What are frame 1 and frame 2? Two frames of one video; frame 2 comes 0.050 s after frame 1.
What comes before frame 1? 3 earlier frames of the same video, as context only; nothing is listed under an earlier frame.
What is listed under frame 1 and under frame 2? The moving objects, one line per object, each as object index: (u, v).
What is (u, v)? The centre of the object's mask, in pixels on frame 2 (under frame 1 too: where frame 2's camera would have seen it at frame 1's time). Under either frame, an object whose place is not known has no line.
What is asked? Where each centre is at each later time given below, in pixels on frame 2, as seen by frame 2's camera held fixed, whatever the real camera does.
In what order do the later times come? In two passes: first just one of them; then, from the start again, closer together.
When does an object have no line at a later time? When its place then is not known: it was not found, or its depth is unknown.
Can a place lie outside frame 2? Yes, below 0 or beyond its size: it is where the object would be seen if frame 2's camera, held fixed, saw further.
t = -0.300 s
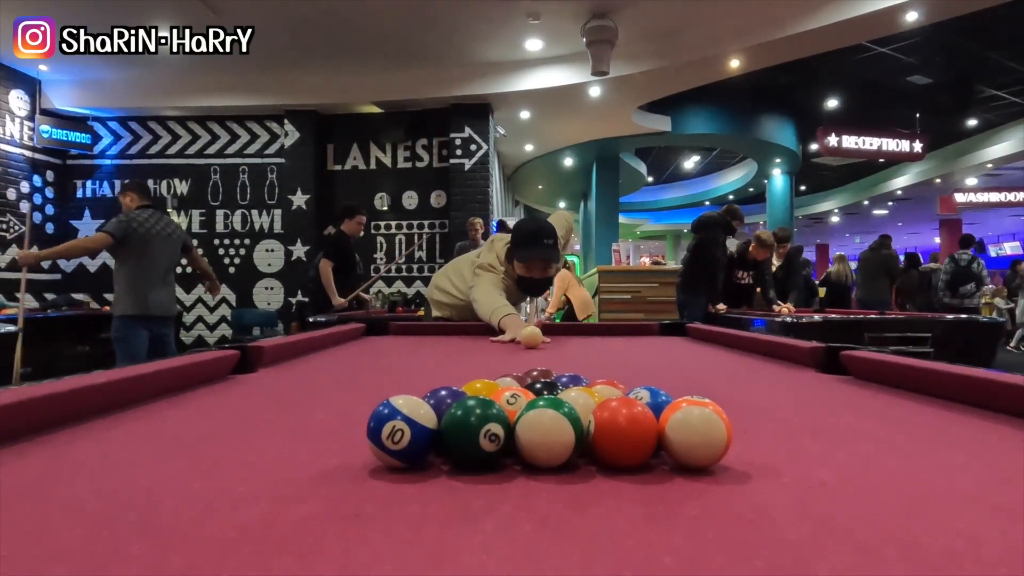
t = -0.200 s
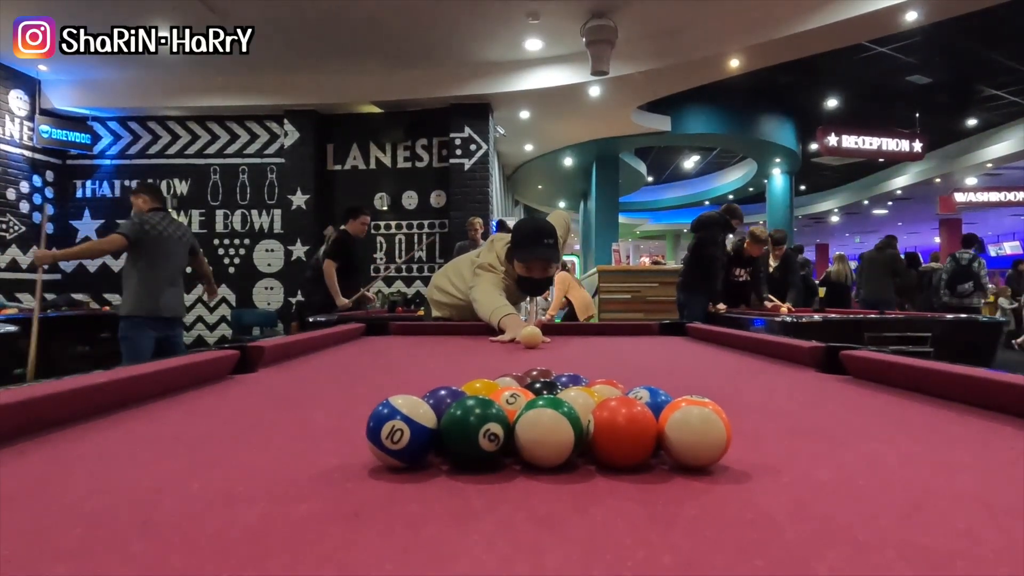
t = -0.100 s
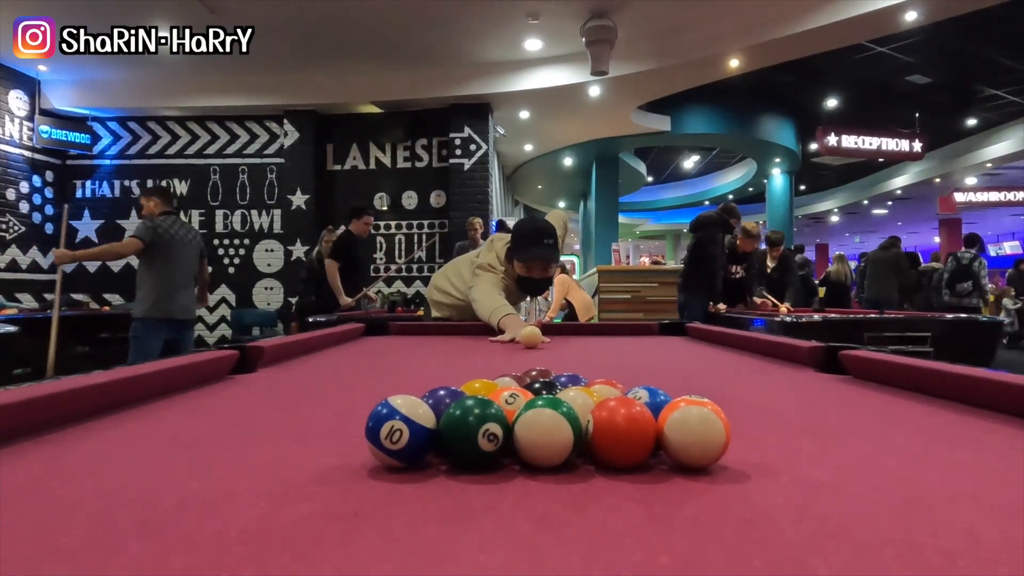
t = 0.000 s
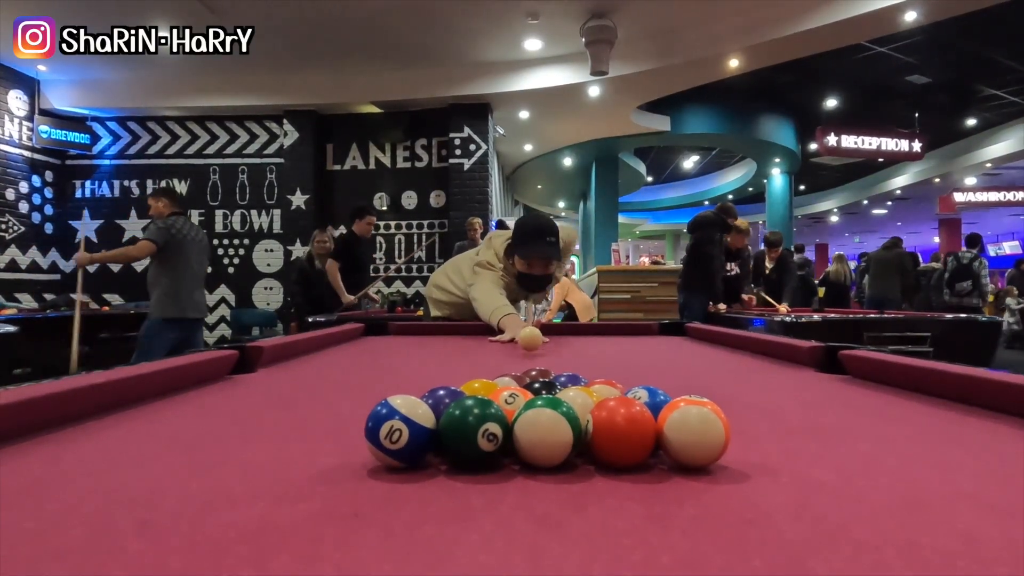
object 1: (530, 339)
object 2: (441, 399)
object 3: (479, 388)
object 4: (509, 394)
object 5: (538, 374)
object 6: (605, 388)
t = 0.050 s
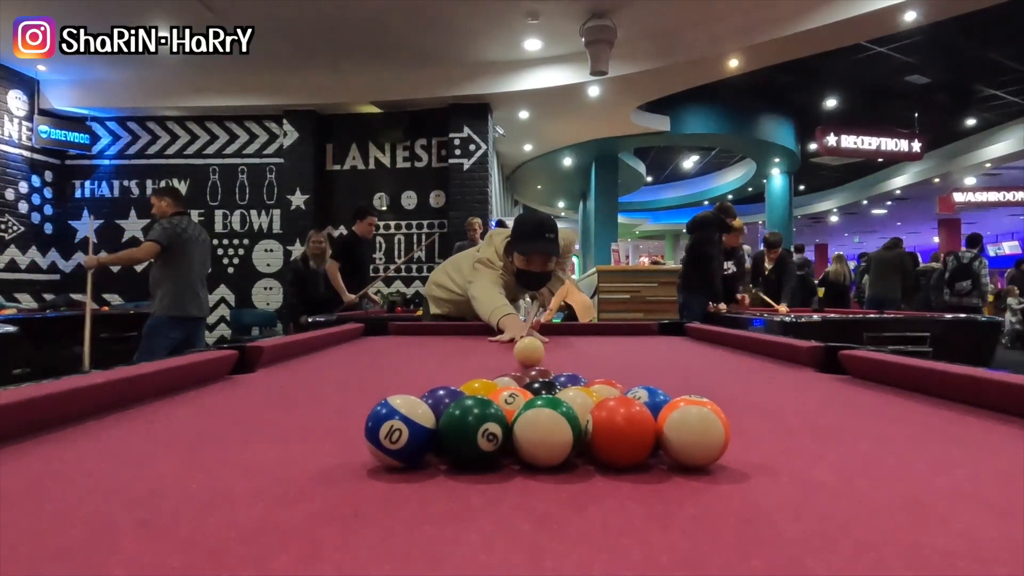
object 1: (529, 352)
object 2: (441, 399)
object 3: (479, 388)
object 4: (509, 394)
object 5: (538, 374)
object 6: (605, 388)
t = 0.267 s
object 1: (417, 378)
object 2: (367, 423)
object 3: (449, 394)
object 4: (504, 419)
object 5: (547, 372)
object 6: (629, 393)
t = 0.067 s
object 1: (529, 354)
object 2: (441, 399)
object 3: (479, 387)
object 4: (509, 394)
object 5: (538, 374)
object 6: (605, 388)
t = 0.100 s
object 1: (527, 360)
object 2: (441, 399)
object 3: (479, 387)
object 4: (509, 394)
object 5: (538, 374)
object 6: (605, 388)
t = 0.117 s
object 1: (526, 363)
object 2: (441, 399)
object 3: (479, 387)
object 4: (509, 393)
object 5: (538, 374)
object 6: (605, 388)
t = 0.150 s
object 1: (506, 369)
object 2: (425, 416)
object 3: (473, 388)
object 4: (508, 395)
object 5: (538, 373)
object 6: (609, 389)
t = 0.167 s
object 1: (493, 370)
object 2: (415, 418)
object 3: (468, 390)
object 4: (507, 396)
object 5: (540, 373)
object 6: (612, 389)
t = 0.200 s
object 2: (399, 421)
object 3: (461, 391)
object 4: (507, 414)
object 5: (544, 373)
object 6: (618, 391)
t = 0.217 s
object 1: (455, 373)
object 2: (392, 421)
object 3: (458, 392)
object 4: (506, 415)
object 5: (545, 373)
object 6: (620, 391)
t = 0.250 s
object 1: (428, 375)
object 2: (375, 423)
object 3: (451, 393)
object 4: (505, 417)
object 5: (546, 373)
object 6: (625, 392)
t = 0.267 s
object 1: (417, 378)
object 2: (367, 423)
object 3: (449, 394)
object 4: (504, 419)
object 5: (547, 372)
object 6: (629, 393)
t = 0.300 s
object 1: (398, 380)
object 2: (348, 423)
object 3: (442, 395)
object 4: (502, 420)
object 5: (548, 372)
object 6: (633, 395)
